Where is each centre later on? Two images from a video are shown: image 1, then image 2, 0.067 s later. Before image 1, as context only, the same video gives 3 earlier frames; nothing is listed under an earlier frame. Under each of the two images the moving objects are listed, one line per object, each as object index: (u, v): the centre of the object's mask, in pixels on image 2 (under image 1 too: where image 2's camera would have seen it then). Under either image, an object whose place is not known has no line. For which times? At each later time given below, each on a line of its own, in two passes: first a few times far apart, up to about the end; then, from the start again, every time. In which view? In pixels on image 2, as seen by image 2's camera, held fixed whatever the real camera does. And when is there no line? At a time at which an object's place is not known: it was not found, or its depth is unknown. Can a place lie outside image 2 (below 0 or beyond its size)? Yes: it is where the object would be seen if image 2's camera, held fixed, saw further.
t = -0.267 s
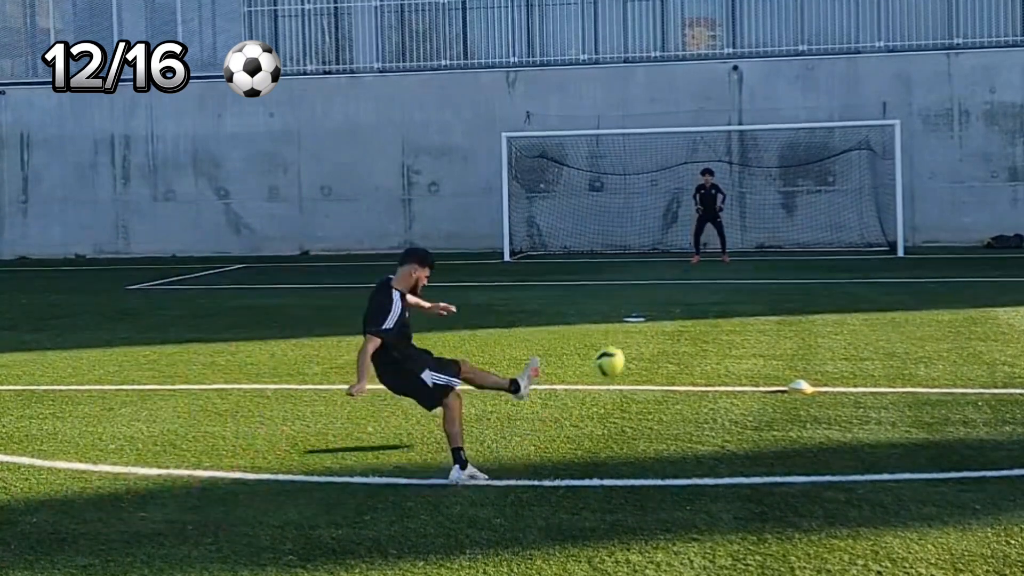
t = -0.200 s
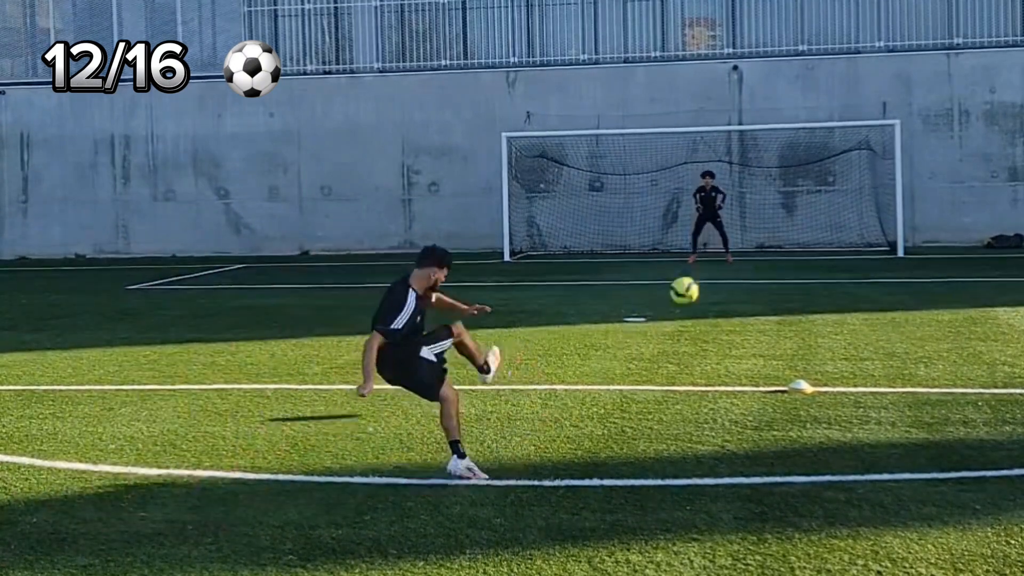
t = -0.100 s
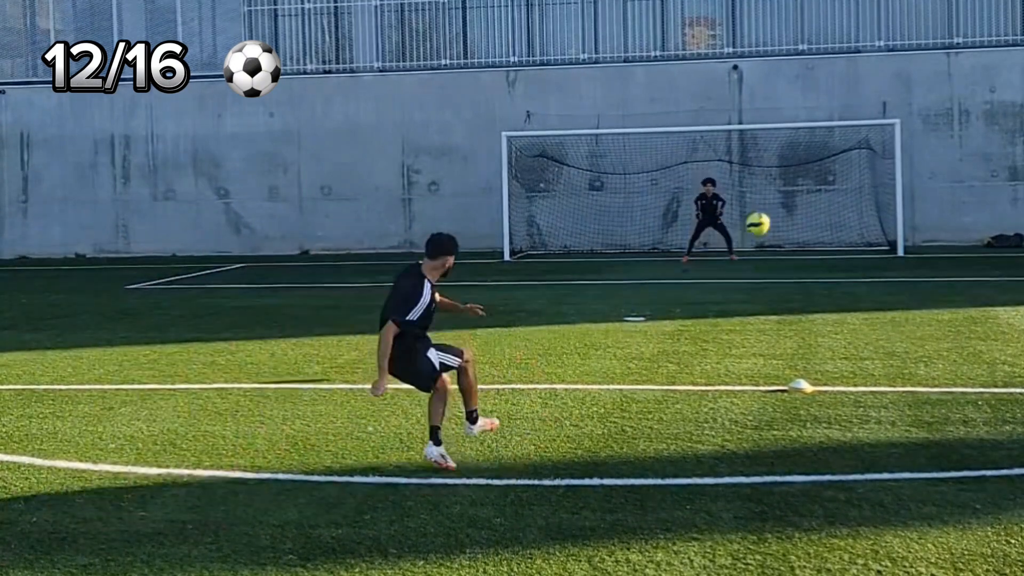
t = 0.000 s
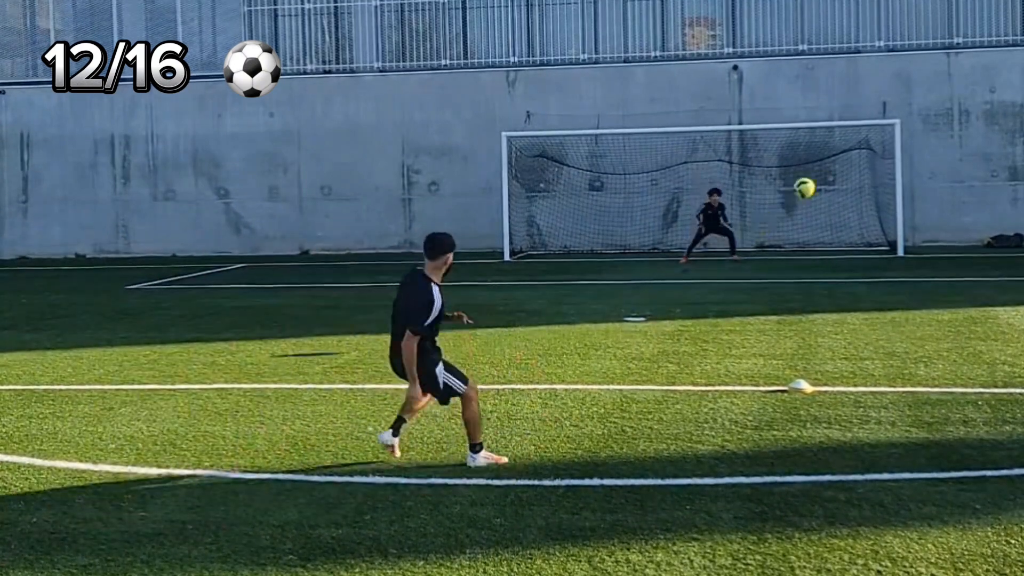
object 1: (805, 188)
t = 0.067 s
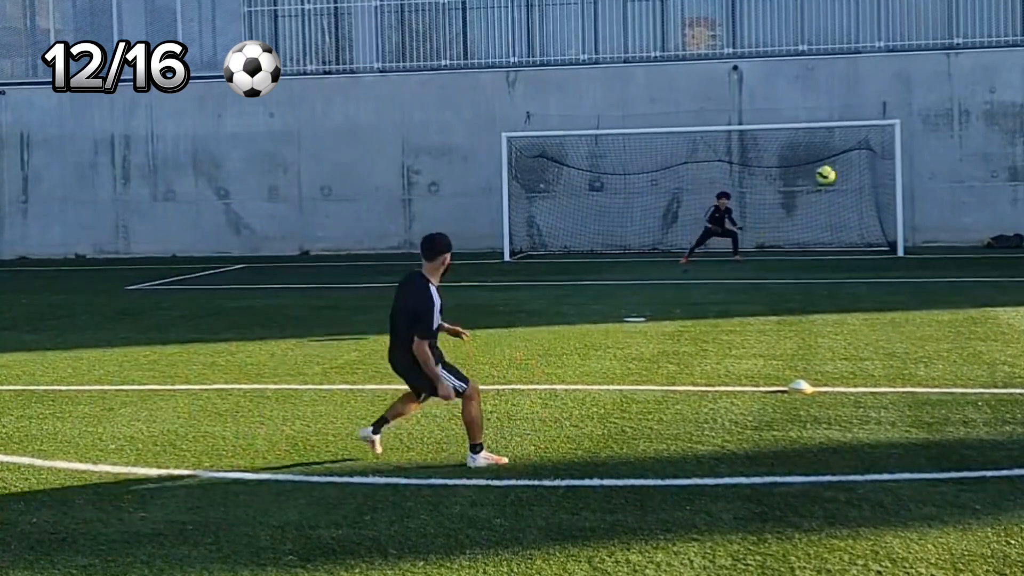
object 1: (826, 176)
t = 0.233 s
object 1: (855, 167)
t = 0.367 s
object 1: (867, 178)
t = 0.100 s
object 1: (833, 171)
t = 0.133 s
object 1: (840, 170)
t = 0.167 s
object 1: (846, 168)
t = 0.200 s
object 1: (852, 167)
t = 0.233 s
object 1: (855, 167)
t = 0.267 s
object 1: (860, 169)
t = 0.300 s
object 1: (863, 171)
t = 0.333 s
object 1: (865, 173)
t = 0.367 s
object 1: (867, 178)
